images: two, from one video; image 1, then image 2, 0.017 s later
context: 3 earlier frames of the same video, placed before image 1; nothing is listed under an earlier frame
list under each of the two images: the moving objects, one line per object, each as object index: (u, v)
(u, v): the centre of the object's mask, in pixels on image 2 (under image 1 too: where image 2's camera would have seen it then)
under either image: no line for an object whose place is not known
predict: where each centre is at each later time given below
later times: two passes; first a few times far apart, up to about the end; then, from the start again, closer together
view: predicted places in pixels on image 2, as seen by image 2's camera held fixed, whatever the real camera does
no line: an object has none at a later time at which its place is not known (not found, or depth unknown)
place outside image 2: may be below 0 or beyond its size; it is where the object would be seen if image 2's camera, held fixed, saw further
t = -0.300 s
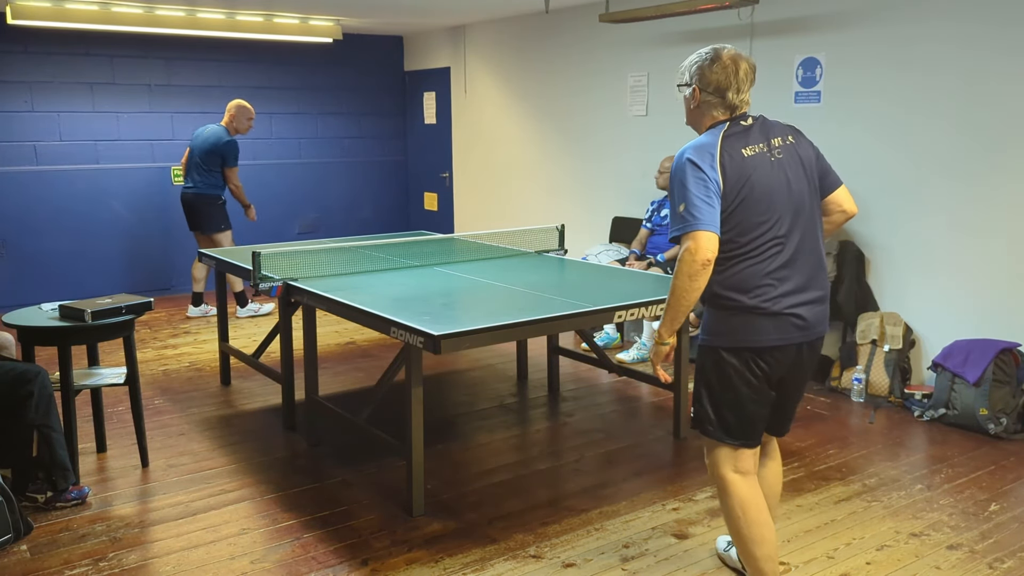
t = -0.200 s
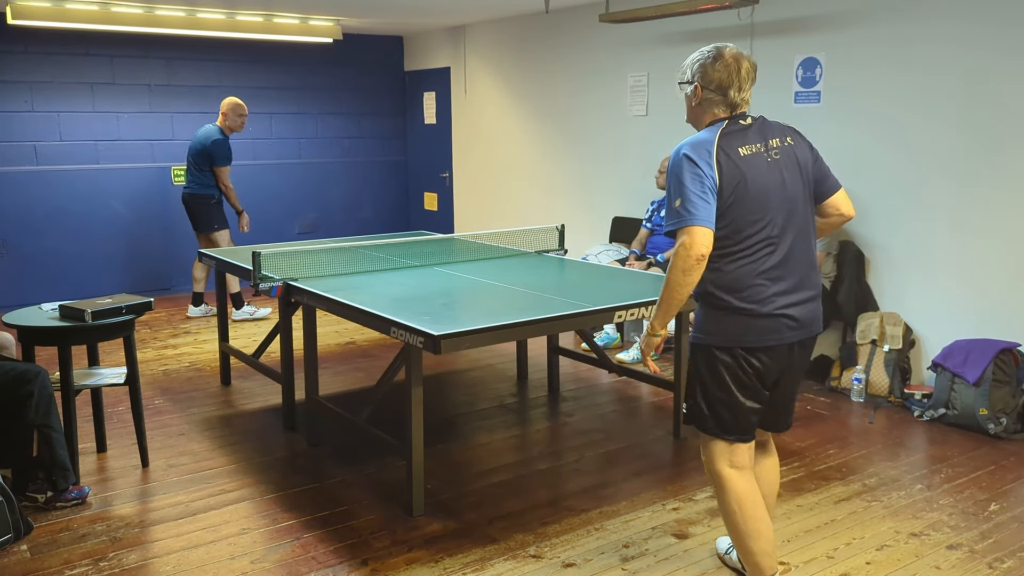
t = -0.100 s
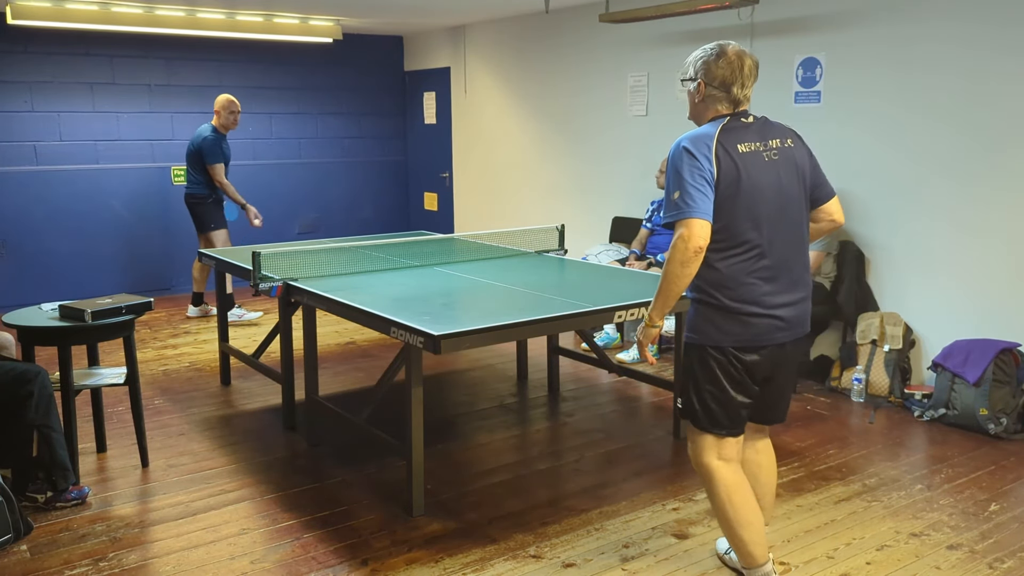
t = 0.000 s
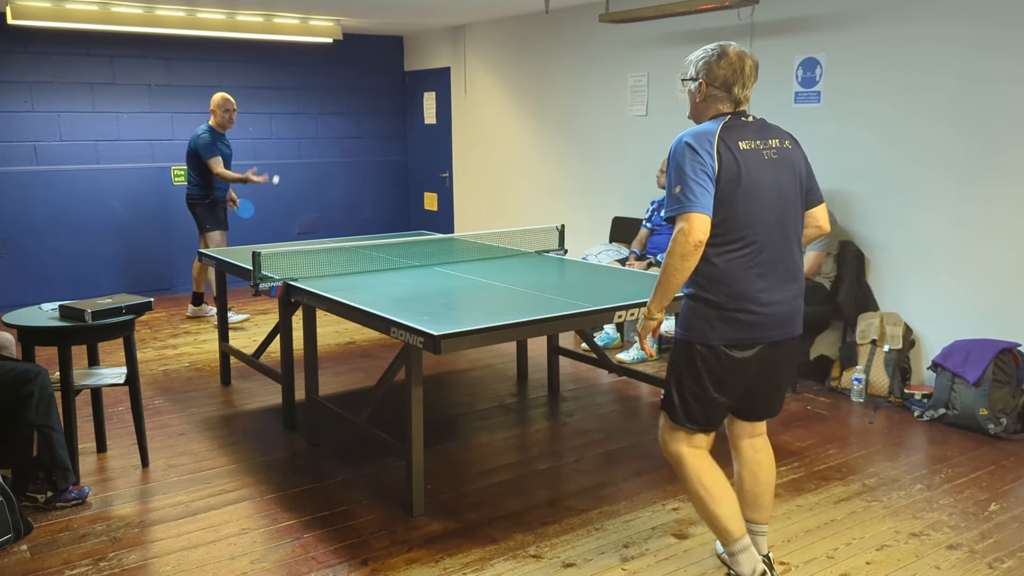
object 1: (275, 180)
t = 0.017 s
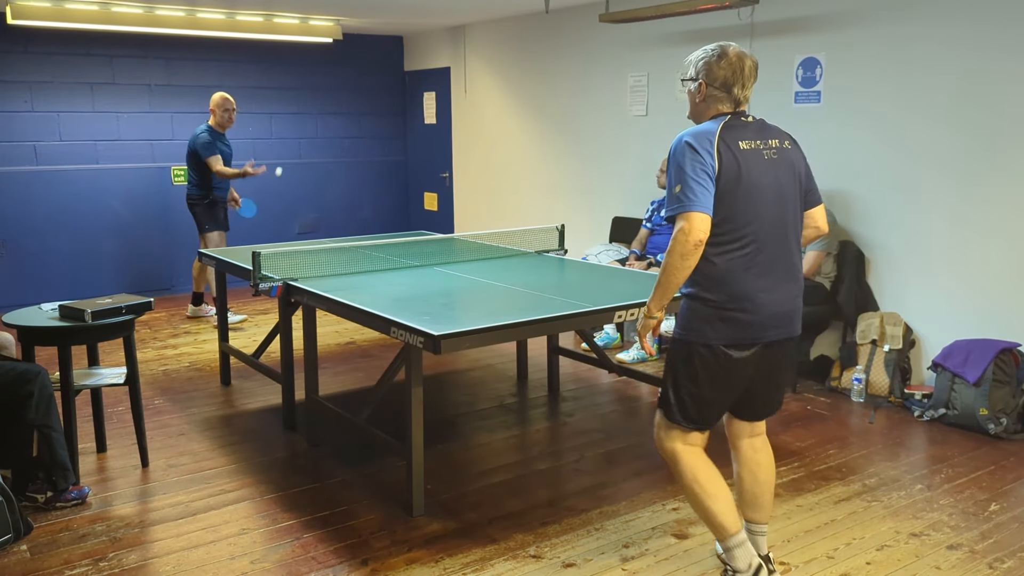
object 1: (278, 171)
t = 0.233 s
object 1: (327, 102)
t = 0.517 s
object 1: (411, 139)
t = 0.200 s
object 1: (318, 108)
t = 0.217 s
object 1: (322, 104)
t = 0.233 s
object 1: (327, 102)
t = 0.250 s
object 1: (331, 99)
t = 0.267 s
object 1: (335, 98)
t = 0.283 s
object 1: (340, 96)
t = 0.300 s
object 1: (345, 95)
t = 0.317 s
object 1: (349, 95)
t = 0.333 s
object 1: (354, 96)
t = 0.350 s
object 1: (359, 97)
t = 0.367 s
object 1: (364, 98)
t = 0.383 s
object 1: (369, 100)
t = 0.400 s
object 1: (374, 103)
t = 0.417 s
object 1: (379, 106)
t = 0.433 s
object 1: (385, 110)
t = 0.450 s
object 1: (390, 114)
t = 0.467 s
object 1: (395, 119)
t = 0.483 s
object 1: (400, 125)
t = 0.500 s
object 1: (406, 132)
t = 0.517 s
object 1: (411, 139)
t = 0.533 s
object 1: (417, 146)
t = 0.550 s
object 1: (422, 155)
